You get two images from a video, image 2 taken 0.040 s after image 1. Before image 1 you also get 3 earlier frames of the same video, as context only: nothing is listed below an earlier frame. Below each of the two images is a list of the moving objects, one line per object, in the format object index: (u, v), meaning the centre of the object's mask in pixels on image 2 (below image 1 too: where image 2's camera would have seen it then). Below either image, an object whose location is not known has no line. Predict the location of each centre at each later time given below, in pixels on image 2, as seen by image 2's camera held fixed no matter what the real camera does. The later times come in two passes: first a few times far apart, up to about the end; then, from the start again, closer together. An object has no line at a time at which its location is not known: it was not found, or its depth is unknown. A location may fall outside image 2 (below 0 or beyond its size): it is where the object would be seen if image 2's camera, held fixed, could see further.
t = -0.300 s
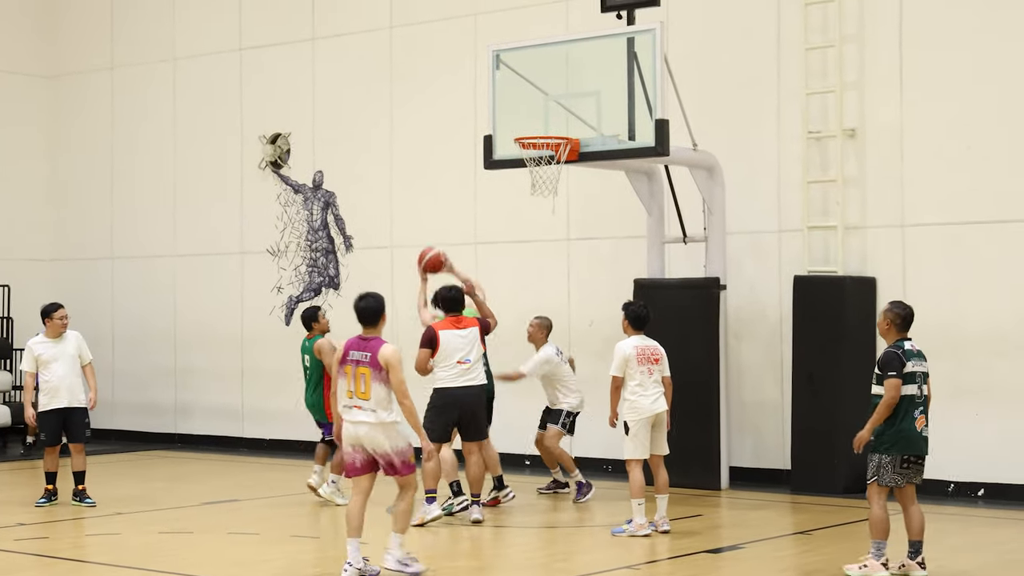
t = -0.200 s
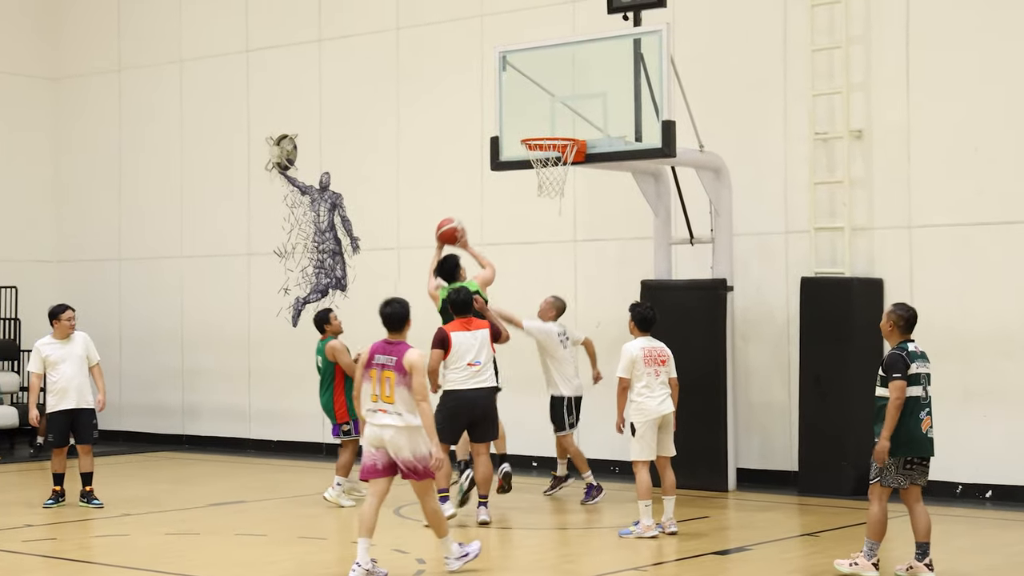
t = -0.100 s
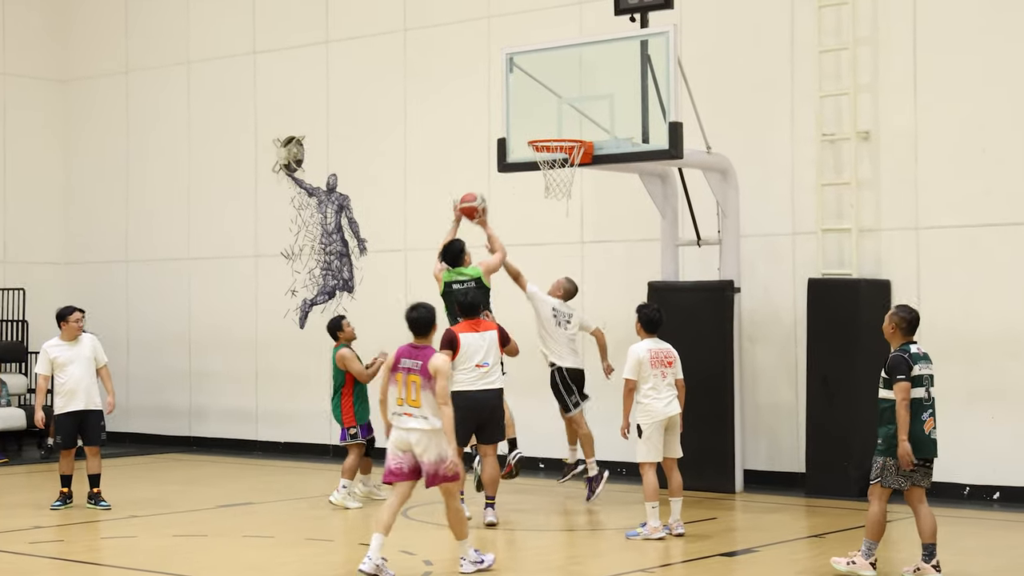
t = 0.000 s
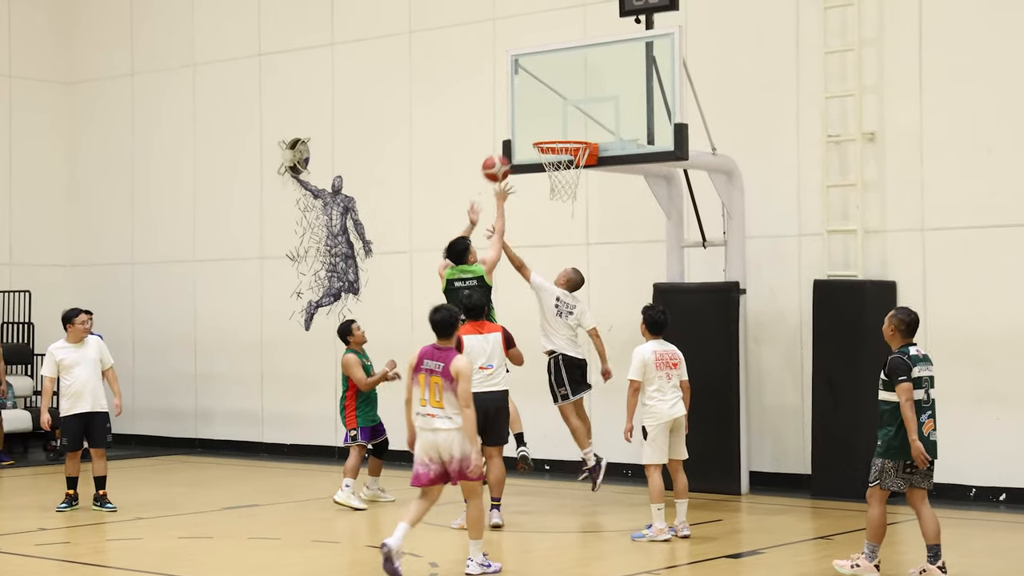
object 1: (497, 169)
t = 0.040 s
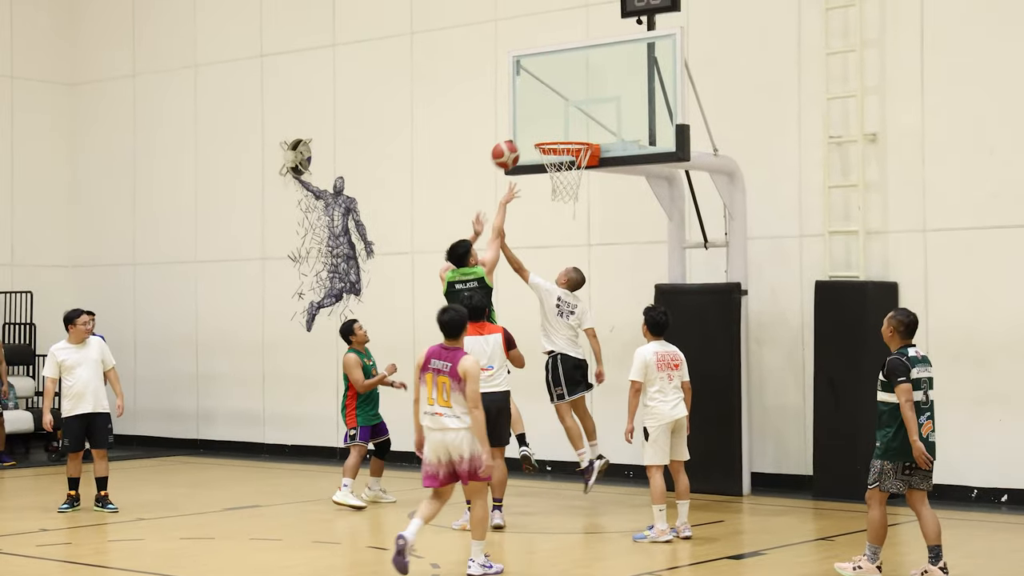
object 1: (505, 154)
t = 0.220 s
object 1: (541, 113)
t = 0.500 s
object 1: (563, 121)
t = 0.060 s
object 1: (509, 149)
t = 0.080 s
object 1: (513, 143)
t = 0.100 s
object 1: (517, 137)
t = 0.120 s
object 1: (521, 132)
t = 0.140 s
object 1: (525, 127)
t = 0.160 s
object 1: (529, 123)
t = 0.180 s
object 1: (533, 119)
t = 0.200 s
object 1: (537, 116)
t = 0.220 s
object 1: (541, 113)
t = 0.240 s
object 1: (545, 110)
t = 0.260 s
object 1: (549, 109)
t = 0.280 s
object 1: (553, 107)
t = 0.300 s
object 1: (557, 106)
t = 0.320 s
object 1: (561, 106)
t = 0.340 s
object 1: (565, 105)
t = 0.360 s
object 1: (567, 106)
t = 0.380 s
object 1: (566, 107)
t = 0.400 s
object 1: (566, 108)
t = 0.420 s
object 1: (565, 110)
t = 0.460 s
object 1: (564, 114)
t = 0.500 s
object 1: (563, 121)
